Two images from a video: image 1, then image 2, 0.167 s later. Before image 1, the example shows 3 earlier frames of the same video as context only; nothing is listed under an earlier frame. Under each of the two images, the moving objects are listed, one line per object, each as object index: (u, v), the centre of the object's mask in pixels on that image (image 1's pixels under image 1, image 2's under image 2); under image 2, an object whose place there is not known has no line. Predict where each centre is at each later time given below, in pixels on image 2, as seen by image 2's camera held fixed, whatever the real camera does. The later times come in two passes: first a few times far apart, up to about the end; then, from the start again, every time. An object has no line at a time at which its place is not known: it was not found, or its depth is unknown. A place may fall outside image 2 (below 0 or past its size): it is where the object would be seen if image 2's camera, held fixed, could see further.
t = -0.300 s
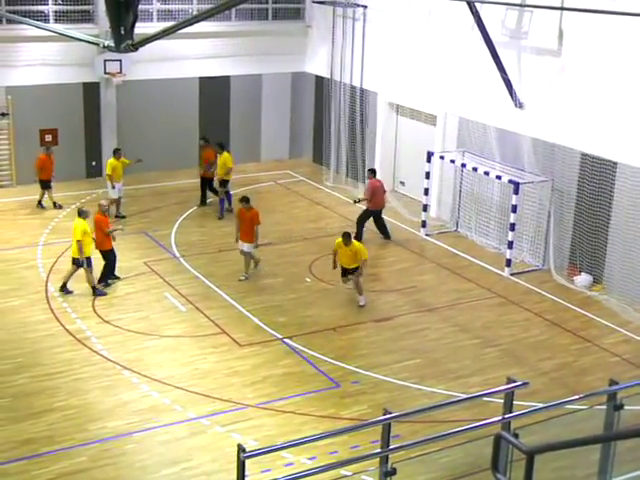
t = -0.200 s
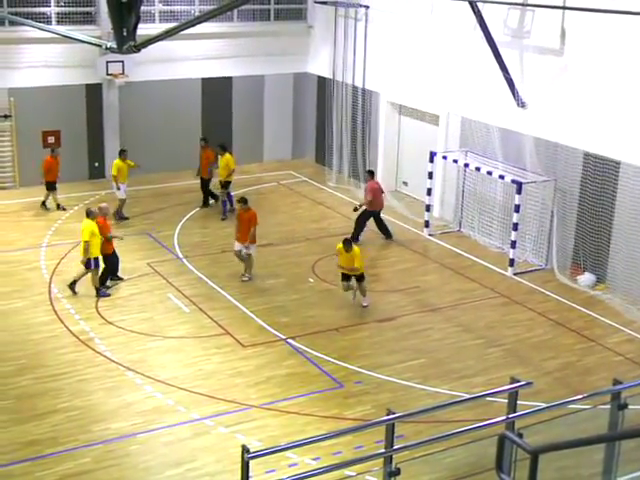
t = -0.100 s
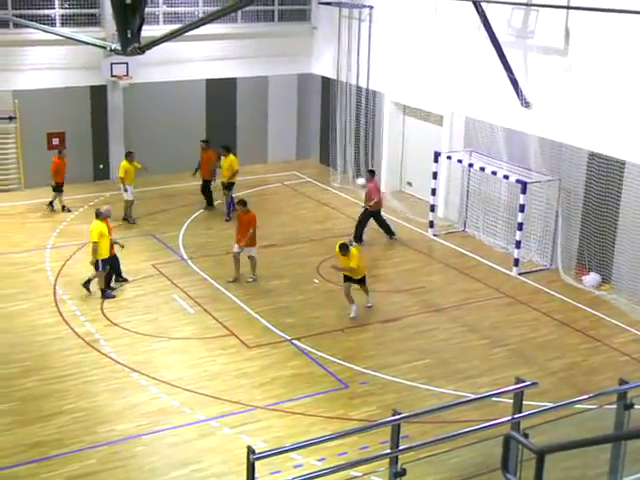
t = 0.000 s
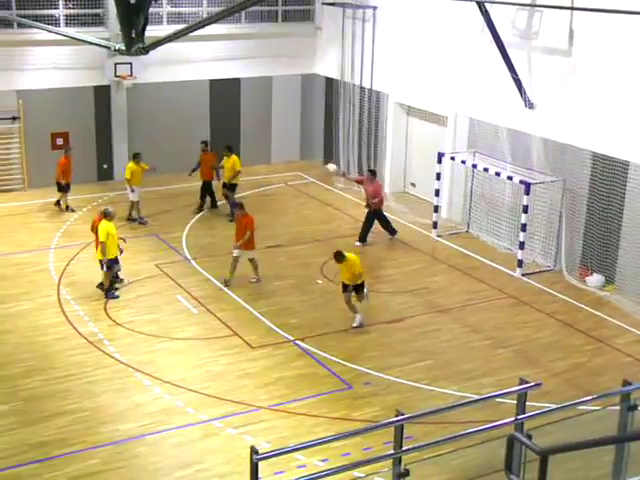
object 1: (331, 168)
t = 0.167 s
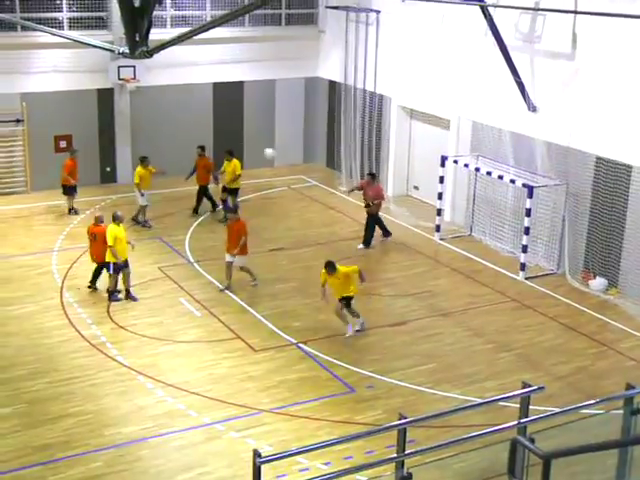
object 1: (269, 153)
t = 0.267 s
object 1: (225, 148)
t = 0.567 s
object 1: (68, 156)
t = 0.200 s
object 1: (254, 150)
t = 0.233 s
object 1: (240, 149)
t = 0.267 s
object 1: (225, 148)
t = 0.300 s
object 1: (209, 146)
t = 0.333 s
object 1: (193, 146)
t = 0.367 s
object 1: (176, 145)
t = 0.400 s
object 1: (160, 145)
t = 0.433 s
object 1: (143, 146)
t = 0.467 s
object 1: (125, 147)
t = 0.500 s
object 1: (107, 150)
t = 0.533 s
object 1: (89, 153)
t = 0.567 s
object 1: (68, 156)
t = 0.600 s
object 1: (49, 160)
